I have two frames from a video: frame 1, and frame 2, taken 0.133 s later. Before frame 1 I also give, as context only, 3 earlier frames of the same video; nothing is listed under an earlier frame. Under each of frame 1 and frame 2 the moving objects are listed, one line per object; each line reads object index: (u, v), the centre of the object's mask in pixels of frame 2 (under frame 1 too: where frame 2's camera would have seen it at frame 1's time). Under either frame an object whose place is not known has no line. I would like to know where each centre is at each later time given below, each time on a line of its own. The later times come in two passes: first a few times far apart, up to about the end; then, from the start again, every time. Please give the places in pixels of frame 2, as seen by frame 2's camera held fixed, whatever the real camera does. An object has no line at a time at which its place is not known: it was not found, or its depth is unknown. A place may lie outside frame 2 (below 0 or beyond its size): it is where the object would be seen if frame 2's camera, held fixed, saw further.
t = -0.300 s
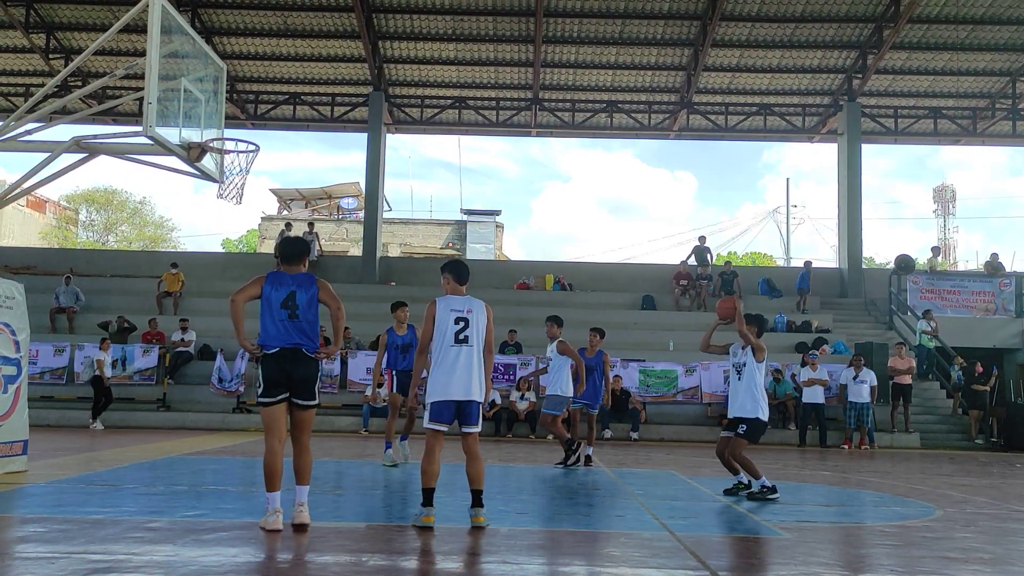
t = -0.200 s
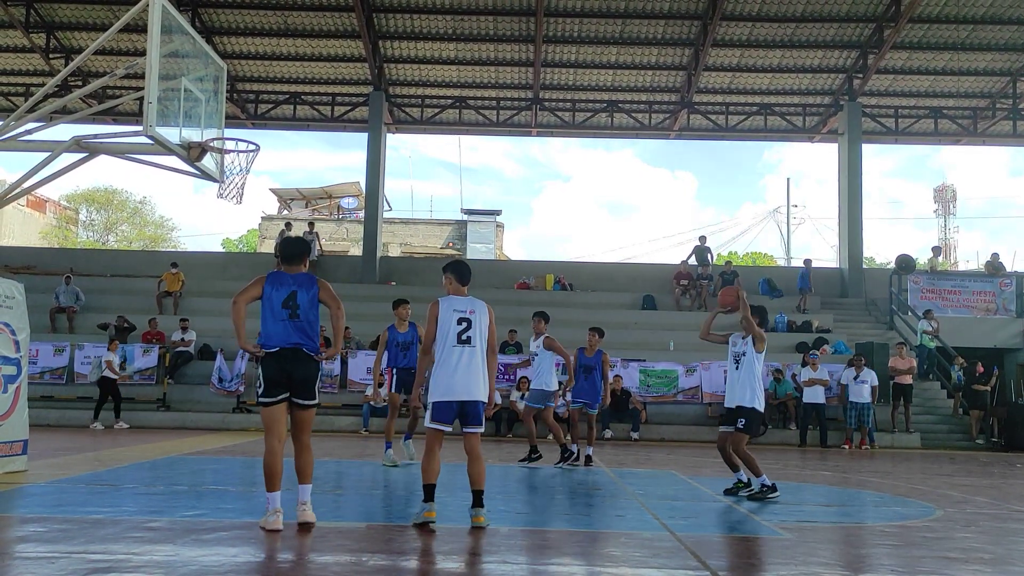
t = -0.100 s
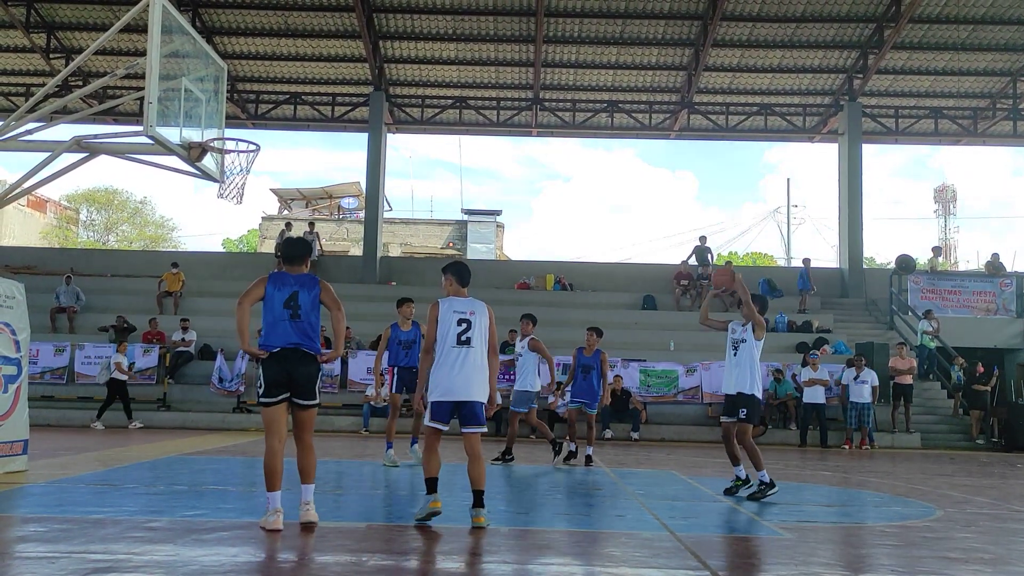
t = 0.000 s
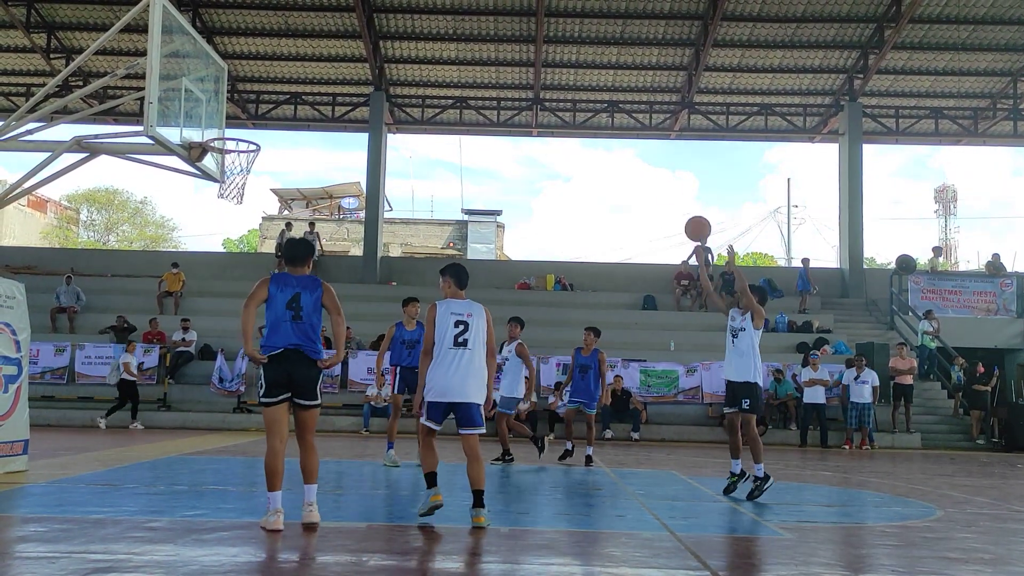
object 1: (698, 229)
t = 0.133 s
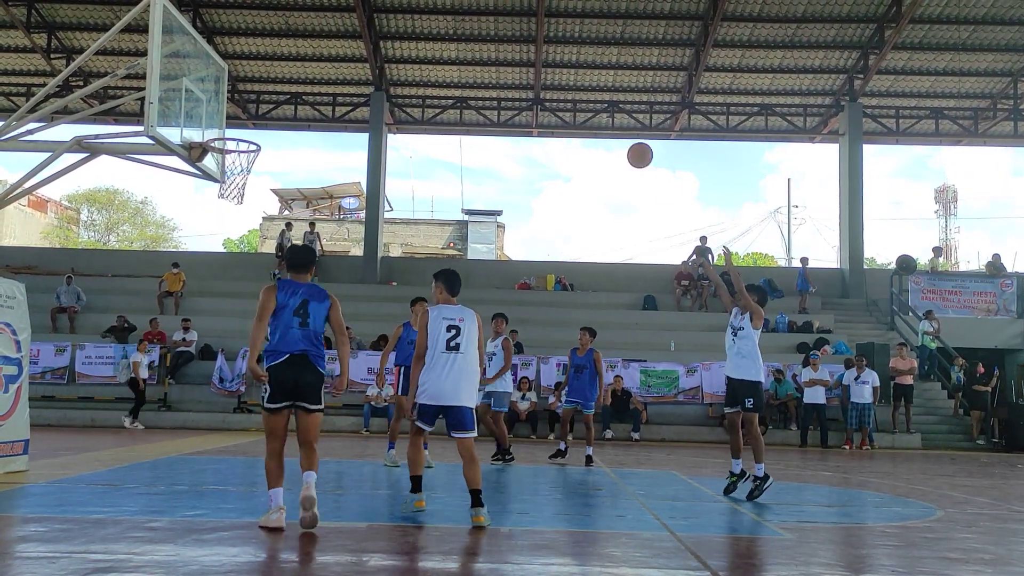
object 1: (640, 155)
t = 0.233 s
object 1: (597, 114)
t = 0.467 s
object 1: (500, 58)
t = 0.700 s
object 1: (406, 57)
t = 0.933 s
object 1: (310, 109)
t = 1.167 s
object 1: (331, 178)
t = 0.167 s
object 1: (625, 140)
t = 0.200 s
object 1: (611, 126)
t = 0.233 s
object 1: (597, 114)
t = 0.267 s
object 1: (584, 101)
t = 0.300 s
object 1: (569, 91)
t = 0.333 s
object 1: (556, 83)
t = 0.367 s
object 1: (541, 74)
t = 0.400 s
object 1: (528, 68)
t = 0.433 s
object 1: (514, 62)
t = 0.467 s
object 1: (500, 58)
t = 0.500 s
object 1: (487, 54)
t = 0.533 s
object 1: (473, 52)
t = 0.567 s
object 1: (460, 51)
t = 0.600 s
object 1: (446, 51)
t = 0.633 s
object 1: (433, 51)
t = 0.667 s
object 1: (419, 53)
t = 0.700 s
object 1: (406, 57)
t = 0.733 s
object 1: (392, 61)
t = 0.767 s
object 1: (379, 66)
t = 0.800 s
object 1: (365, 72)
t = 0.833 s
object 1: (352, 80)
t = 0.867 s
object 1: (338, 89)
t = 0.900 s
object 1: (324, 98)
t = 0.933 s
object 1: (310, 109)
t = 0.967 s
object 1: (297, 120)
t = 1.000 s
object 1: (283, 133)
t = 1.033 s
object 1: (271, 146)
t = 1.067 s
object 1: (284, 153)
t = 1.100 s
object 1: (300, 160)
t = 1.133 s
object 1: (315, 168)
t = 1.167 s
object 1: (331, 178)
